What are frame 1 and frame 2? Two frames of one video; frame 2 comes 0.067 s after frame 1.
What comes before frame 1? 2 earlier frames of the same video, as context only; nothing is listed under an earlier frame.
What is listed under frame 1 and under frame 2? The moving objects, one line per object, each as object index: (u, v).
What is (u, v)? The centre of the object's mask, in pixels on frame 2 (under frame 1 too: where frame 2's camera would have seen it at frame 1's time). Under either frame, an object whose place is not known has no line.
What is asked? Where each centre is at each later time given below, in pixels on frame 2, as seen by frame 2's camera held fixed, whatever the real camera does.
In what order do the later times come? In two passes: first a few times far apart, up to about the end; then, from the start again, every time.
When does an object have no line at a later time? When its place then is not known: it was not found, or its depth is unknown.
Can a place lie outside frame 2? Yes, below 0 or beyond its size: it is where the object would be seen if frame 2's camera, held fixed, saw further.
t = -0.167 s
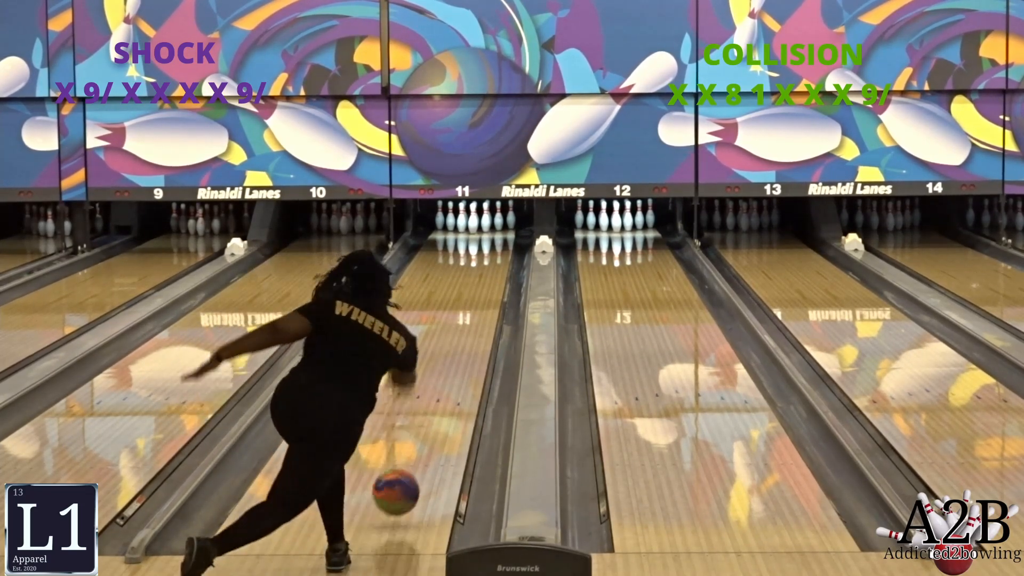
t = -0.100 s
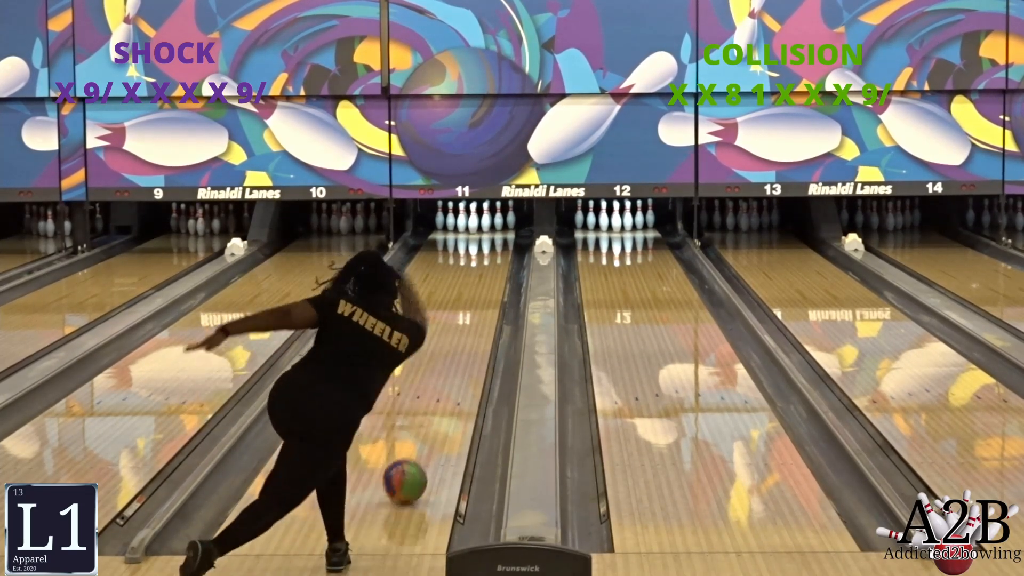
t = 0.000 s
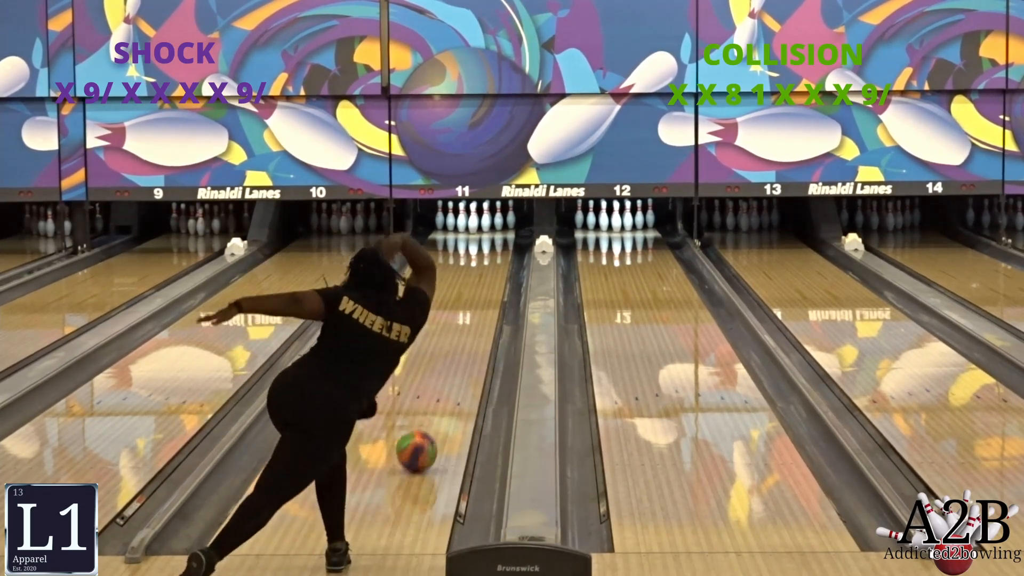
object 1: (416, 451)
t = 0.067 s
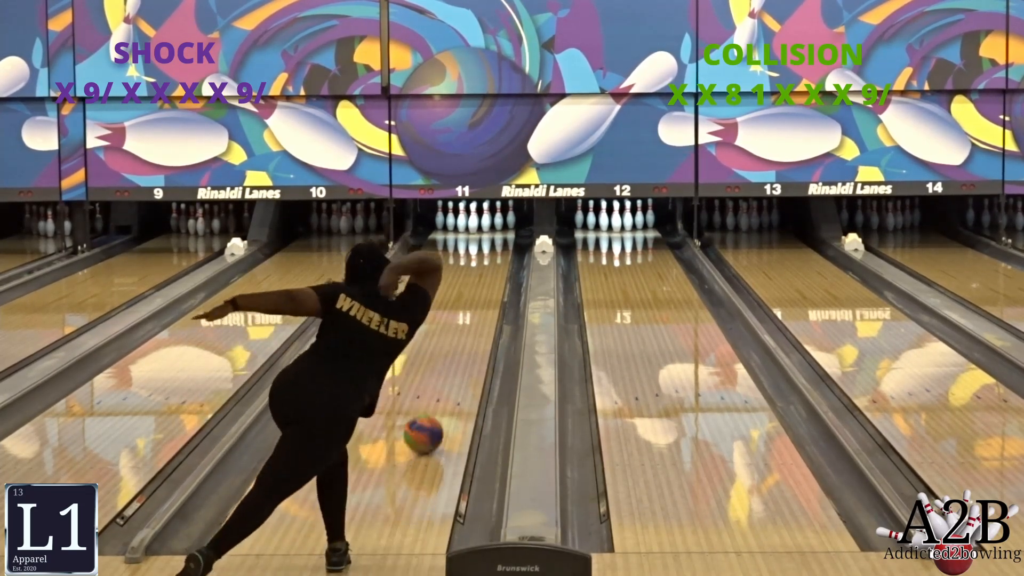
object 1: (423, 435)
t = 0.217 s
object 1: (436, 400)
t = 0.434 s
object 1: (451, 362)
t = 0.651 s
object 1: (462, 331)
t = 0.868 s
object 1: (471, 306)
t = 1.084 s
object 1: (478, 286)
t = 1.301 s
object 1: (483, 269)
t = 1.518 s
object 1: (487, 255)
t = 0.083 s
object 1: (425, 430)
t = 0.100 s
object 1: (427, 426)
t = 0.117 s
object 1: (428, 422)
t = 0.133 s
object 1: (429, 418)
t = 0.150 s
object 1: (431, 414)
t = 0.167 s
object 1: (432, 410)
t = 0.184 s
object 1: (434, 407)
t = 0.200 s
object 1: (435, 404)
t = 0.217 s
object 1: (436, 400)
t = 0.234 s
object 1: (438, 397)
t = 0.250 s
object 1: (439, 394)
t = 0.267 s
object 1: (440, 391)
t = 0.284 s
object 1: (442, 388)
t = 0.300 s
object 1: (443, 384)
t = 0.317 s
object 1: (444, 382)
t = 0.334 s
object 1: (445, 379)
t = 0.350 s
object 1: (446, 376)
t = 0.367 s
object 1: (447, 373)
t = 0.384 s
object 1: (448, 370)
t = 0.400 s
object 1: (449, 367)
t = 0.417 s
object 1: (450, 364)
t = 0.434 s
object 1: (451, 362)
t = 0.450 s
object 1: (452, 359)
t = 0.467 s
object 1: (453, 357)
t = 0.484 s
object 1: (454, 354)
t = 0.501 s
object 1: (455, 351)
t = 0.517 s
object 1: (455, 349)
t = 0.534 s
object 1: (456, 347)
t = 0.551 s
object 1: (457, 345)
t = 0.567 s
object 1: (458, 343)
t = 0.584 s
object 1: (459, 340)
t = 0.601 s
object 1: (460, 338)
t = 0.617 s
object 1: (461, 335)
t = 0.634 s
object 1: (462, 333)
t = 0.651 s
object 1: (462, 331)
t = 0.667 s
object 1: (463, 329)
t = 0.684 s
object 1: (464, 327)
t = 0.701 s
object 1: (464, 325)
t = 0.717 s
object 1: (465, 323)
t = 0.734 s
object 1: (466, 321)
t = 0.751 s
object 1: (466, 319)
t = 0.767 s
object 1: (467, 317)
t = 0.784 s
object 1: (468, 315)
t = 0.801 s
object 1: (468, 313)
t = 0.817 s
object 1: (469, 312)
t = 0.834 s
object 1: (470, 310)
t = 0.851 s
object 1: (471, 308)
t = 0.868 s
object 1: (471, 306)
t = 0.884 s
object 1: (471, 304)
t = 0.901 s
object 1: (472, 303)
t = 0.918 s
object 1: (473, 302)
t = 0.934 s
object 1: (473, 300)
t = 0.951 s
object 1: (474, 299)
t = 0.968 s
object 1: (475, 297)
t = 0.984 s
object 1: (475, 295)
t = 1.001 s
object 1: (476, 294)
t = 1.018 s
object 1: (476, 292)
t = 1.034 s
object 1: (476, 290)
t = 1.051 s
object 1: (477, 289)
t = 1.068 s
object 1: (477, 288)
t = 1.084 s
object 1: (478, 286)
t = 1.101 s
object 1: (478, 284)
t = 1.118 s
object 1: (478, 284)
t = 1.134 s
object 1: (479, 282)
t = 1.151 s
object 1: (479, 280)
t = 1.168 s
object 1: (480, 279)
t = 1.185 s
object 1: (480, 278)
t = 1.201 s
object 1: (481, 277)
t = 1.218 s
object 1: (481, 275)
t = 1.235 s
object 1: (481, 274)
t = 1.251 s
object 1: (482, 273)
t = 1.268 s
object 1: (482, 272)
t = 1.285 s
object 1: (483, 270)
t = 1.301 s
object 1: (483, 269)
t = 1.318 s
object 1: (483, 268)
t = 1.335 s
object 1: (483, 267)
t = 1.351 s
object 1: (483, 266)
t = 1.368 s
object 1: (484, 265)
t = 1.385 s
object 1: (484, 263)
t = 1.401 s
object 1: (485, 262)
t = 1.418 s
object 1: (485, 261)
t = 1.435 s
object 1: (485, 260)
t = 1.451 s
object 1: (486, 259)
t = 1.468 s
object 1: (486, 258)
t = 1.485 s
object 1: (486, 257)
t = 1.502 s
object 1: (486, 256)
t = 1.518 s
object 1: (487, 255)
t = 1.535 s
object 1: (486, 254)
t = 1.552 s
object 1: (487, 254)
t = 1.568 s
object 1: (486, 253)
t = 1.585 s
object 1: (486, 252)
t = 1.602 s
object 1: (487, 251)
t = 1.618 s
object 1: (487, 250)
